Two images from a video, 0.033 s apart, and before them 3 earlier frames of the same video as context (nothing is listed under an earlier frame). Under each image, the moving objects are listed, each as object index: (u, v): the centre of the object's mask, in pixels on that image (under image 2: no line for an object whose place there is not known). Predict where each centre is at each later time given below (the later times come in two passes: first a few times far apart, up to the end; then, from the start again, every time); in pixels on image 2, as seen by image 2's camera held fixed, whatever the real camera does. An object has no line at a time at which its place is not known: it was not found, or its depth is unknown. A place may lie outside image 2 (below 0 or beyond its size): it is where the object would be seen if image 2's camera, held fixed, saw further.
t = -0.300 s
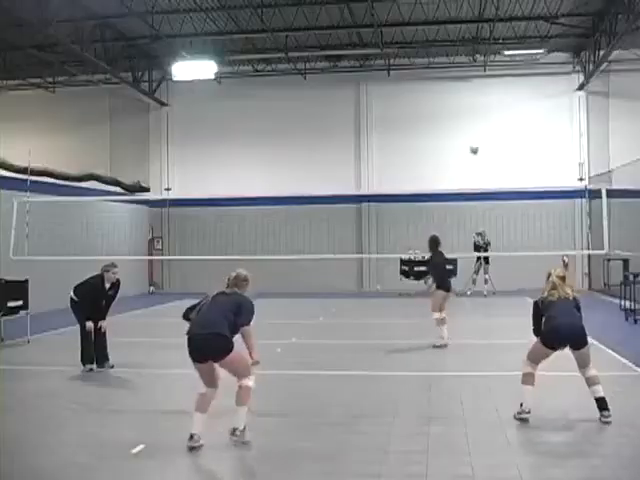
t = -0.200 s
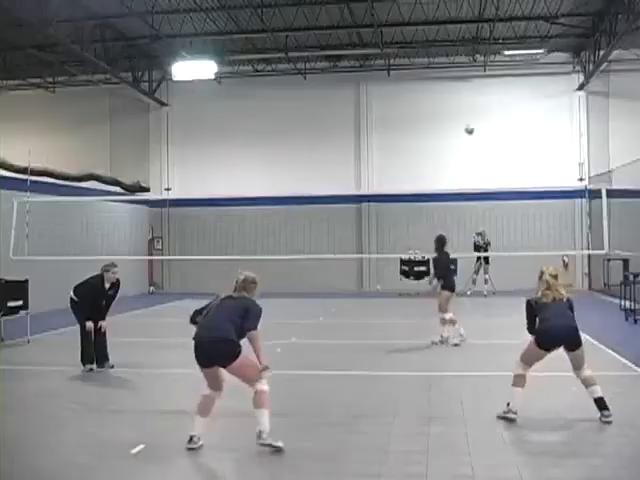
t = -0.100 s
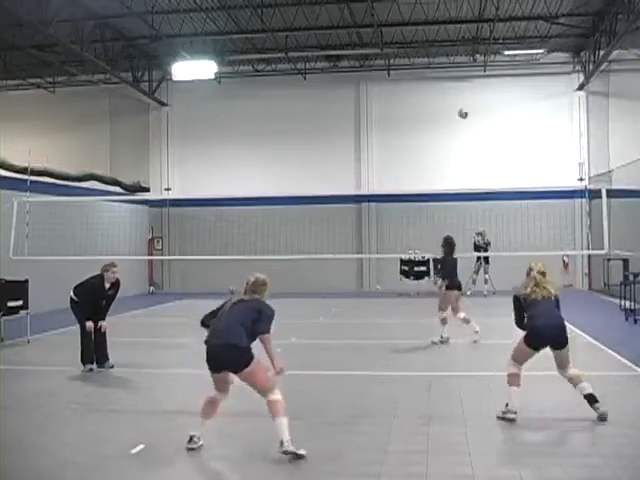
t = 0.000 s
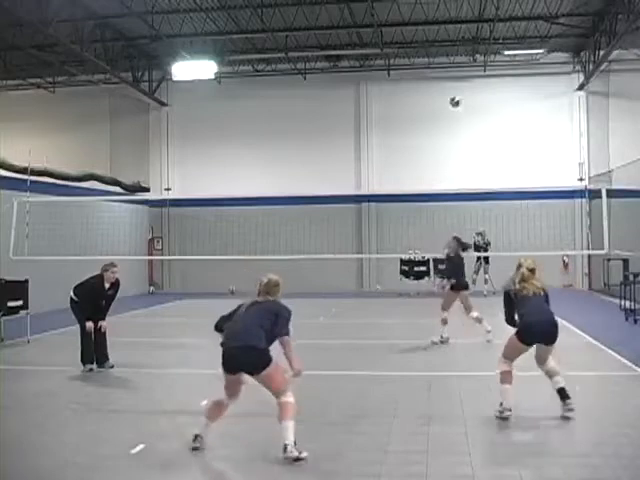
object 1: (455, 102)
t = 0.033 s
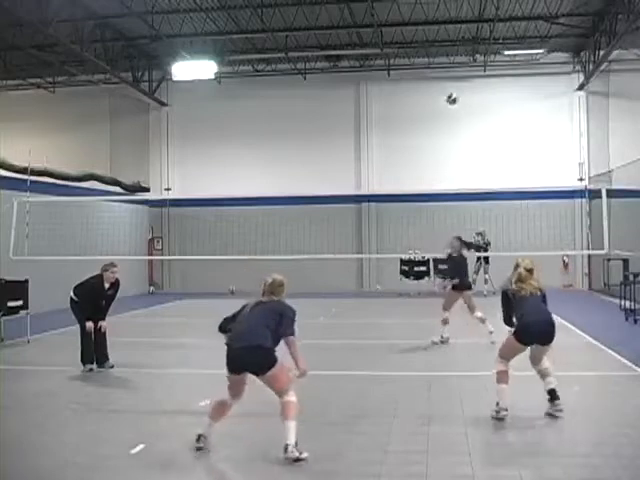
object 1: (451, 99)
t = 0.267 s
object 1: (423, 103)
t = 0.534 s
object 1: (373, 158)
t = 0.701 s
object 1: (333, 234)
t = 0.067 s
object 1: (448, 97)
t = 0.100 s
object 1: (444, 96)
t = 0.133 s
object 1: (441, 96)
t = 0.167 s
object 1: (437, 96)
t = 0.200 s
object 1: (432, 97)
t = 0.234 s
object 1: (427, 100)
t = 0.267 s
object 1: (423, 103)
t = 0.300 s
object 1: (417, 105)
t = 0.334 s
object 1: (412, 110)
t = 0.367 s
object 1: (406, 114)
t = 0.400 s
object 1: (399, 121)
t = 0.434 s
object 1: (393, 128)
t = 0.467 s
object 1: (386, 137)
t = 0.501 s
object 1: (380, 146)
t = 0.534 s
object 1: (373, 158)
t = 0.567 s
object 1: (365, 169)
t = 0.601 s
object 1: (358, 184)
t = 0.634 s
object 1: (349, 200)
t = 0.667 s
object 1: (343, 215)
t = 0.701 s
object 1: (333, 234)
